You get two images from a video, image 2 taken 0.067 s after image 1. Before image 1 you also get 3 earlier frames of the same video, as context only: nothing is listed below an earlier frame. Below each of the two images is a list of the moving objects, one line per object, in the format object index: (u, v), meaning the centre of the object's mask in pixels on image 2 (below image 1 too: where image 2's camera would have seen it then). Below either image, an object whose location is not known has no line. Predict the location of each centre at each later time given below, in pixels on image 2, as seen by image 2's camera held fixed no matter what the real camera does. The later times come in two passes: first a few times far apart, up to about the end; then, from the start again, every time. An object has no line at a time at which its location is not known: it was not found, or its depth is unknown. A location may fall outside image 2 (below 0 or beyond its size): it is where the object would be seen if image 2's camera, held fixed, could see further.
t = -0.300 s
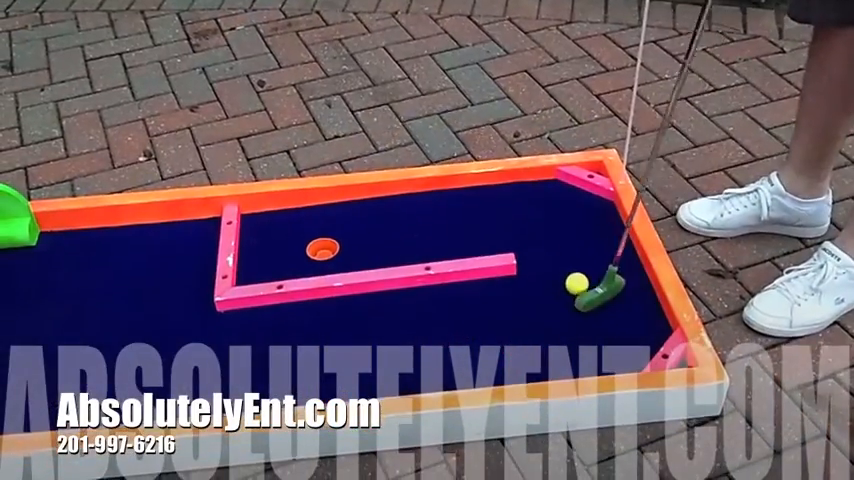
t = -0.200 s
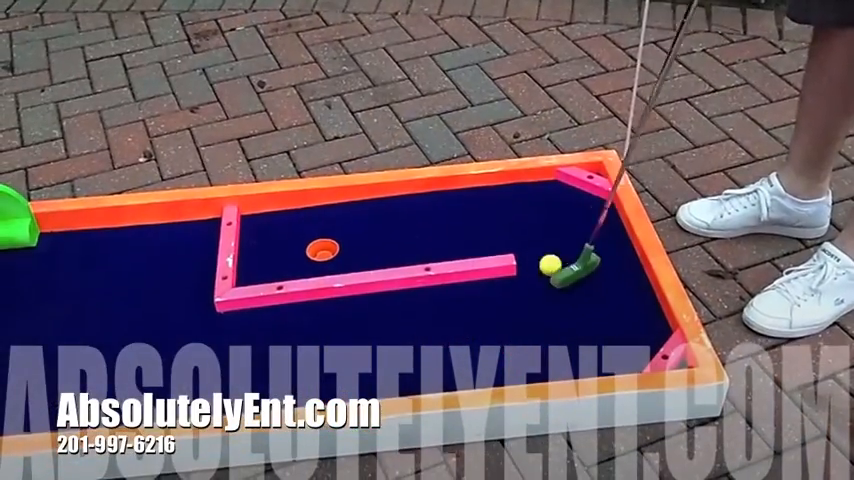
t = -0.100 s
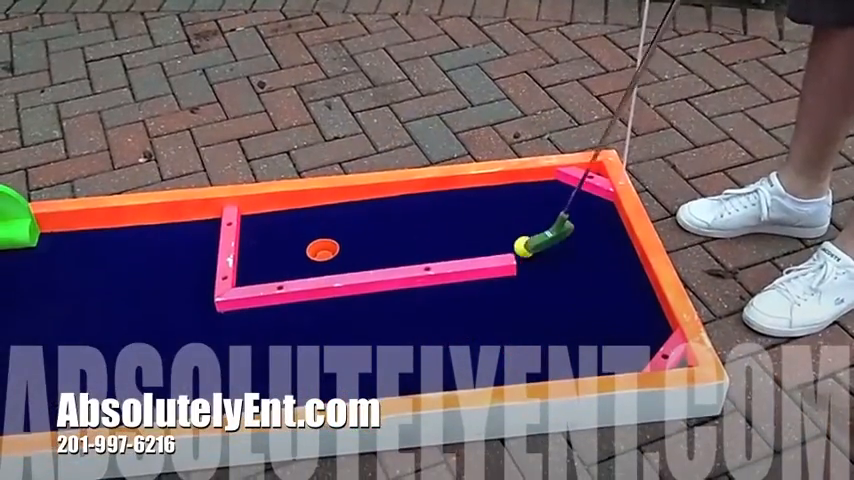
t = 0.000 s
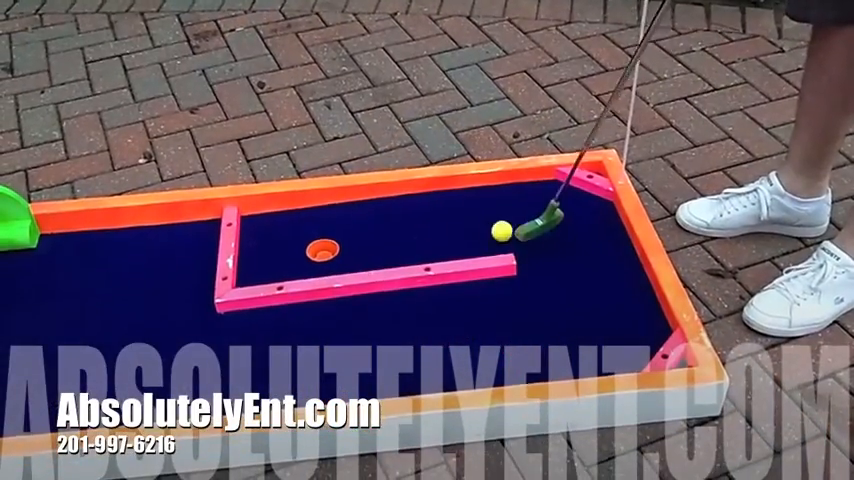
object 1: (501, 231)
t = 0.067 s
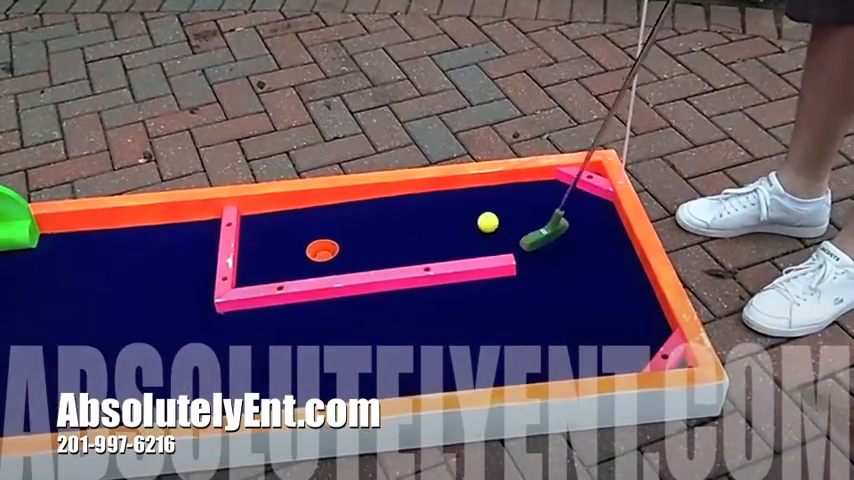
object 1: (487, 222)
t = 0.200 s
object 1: (461, 206)
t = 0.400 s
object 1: (427, 190)
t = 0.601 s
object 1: (405, 202)
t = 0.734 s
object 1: (391, 209)
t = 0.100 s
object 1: (481, 218)
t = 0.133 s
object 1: (474, 214)
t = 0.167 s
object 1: (468, 210)
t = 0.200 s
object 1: (461, 206)
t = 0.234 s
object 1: (455, 203)
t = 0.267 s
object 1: (449, 199)
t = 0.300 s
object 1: (443, 196)
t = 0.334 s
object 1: (437, 193)
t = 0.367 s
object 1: (431, 190)
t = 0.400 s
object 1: (427, 190)
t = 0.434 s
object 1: (423, 193)
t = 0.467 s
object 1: (420, 195)
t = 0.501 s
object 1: (416, 196)
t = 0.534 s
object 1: (412, 199)
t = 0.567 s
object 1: (409, 200)
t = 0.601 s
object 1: (405, 202)
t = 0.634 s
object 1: (402, 204)
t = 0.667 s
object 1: (398, 206)
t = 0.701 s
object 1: (394, 208)
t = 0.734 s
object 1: (391, 209)
